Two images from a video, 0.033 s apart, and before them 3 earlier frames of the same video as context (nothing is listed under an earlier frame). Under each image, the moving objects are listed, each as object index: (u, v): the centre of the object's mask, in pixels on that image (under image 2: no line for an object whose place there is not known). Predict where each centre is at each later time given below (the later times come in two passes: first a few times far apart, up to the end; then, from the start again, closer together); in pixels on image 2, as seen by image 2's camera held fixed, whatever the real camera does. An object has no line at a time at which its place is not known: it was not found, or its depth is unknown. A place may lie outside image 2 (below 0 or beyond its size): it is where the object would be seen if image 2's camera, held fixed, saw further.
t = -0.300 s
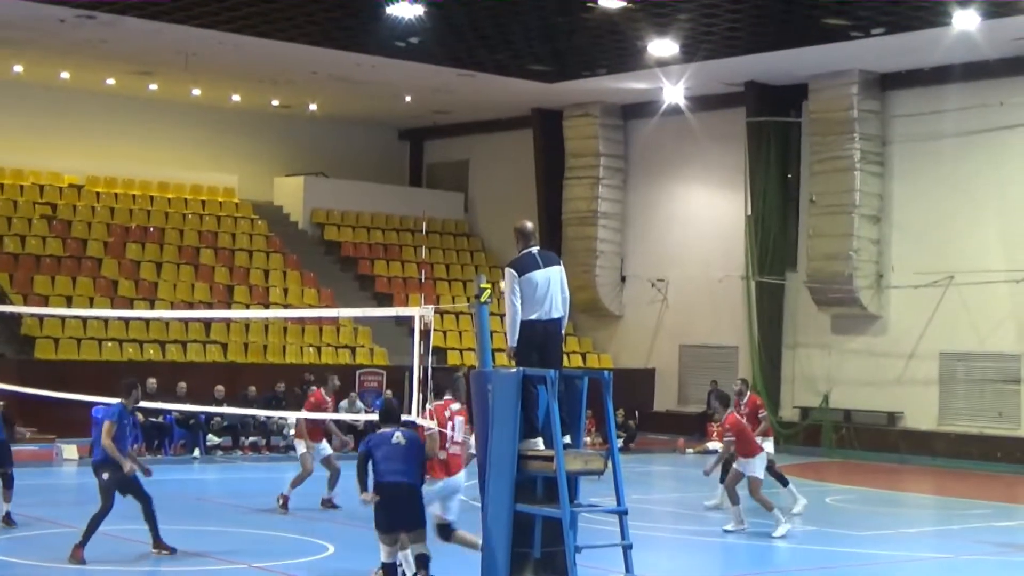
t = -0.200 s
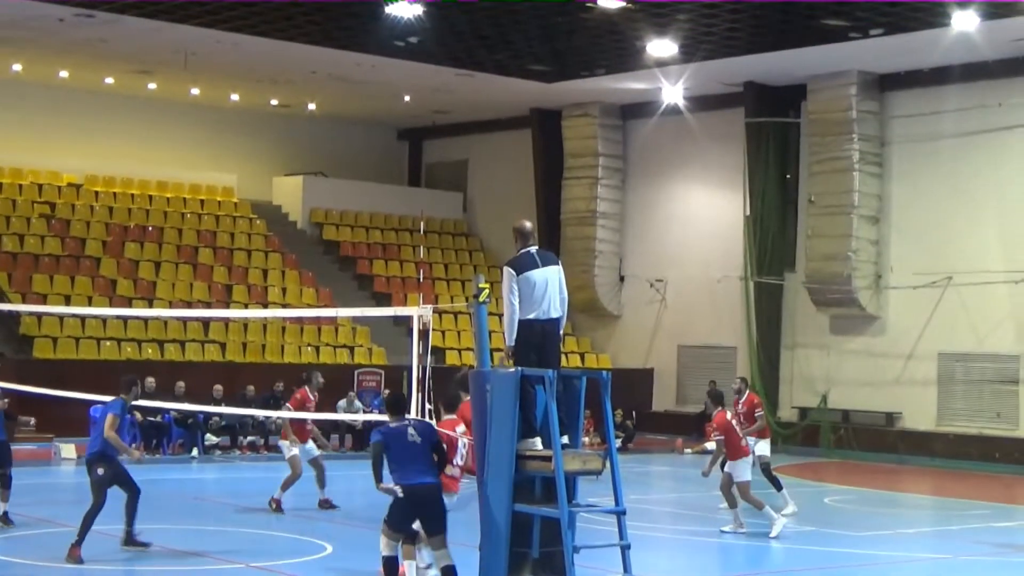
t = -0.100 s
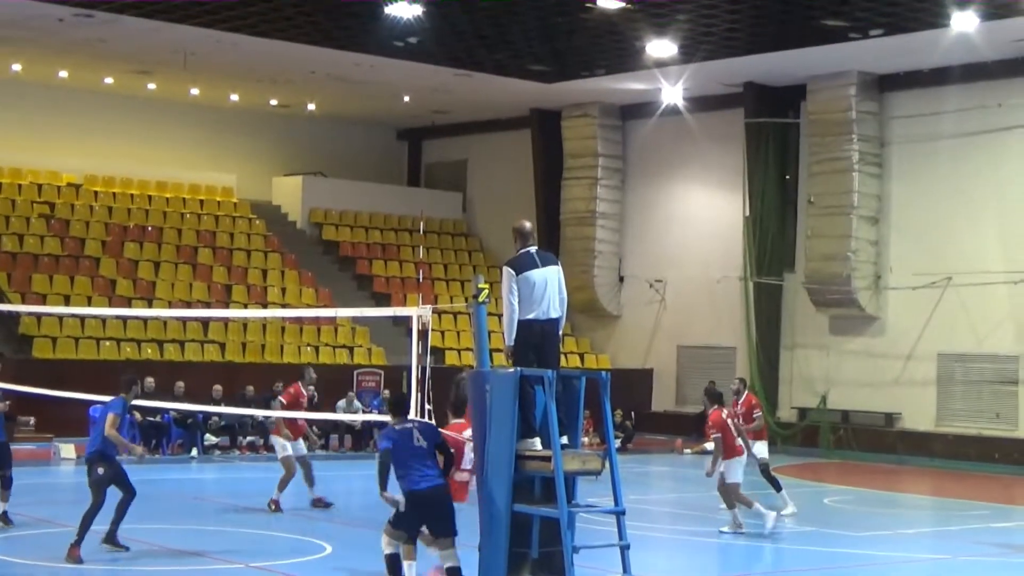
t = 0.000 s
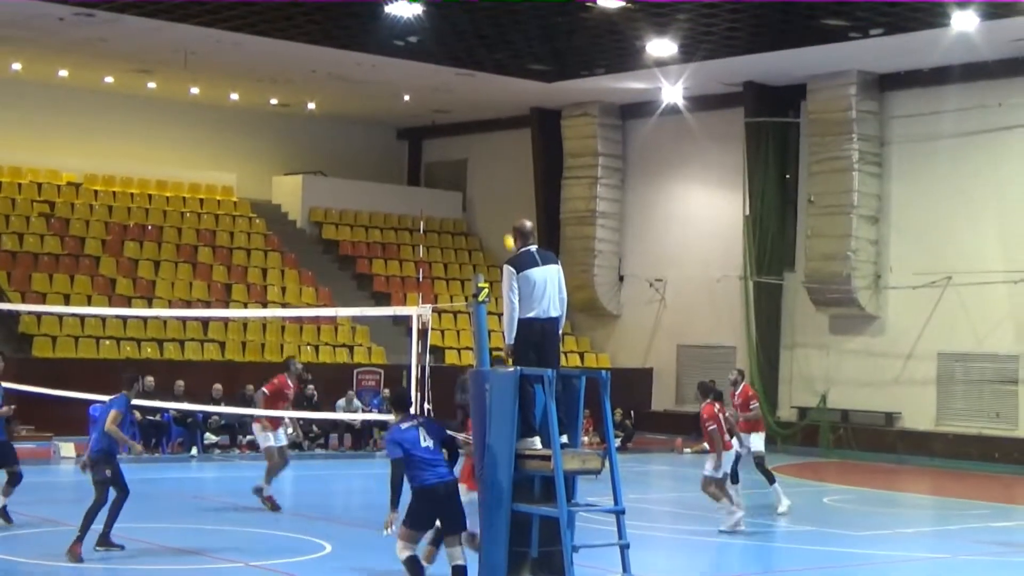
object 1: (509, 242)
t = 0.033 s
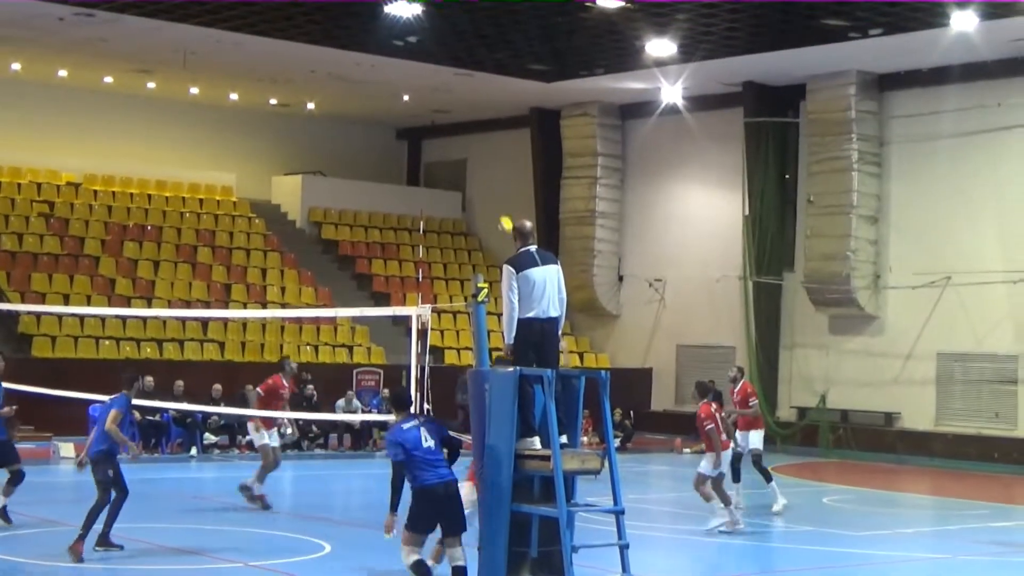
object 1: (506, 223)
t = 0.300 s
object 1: (476, 147)
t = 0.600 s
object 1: (428, 97)
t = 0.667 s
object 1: (416, 97)
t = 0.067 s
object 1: (500, 208)
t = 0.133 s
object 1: (495, 192)
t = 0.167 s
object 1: (490, 178)
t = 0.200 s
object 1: (484, 164)
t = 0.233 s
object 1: (479, 152)
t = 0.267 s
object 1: (473, 140)
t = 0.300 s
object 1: (476, 147)
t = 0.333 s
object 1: (467, 132)
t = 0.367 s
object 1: (461, 124)
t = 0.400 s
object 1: (456, 117)
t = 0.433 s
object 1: (451, 111)
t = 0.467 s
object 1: (445, 105)
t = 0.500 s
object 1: (447, 108)
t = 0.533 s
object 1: (440, 102)
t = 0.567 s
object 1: (434, 99)
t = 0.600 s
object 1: (428, 97)
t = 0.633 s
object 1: (422, 96)
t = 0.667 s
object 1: (416, 97)
